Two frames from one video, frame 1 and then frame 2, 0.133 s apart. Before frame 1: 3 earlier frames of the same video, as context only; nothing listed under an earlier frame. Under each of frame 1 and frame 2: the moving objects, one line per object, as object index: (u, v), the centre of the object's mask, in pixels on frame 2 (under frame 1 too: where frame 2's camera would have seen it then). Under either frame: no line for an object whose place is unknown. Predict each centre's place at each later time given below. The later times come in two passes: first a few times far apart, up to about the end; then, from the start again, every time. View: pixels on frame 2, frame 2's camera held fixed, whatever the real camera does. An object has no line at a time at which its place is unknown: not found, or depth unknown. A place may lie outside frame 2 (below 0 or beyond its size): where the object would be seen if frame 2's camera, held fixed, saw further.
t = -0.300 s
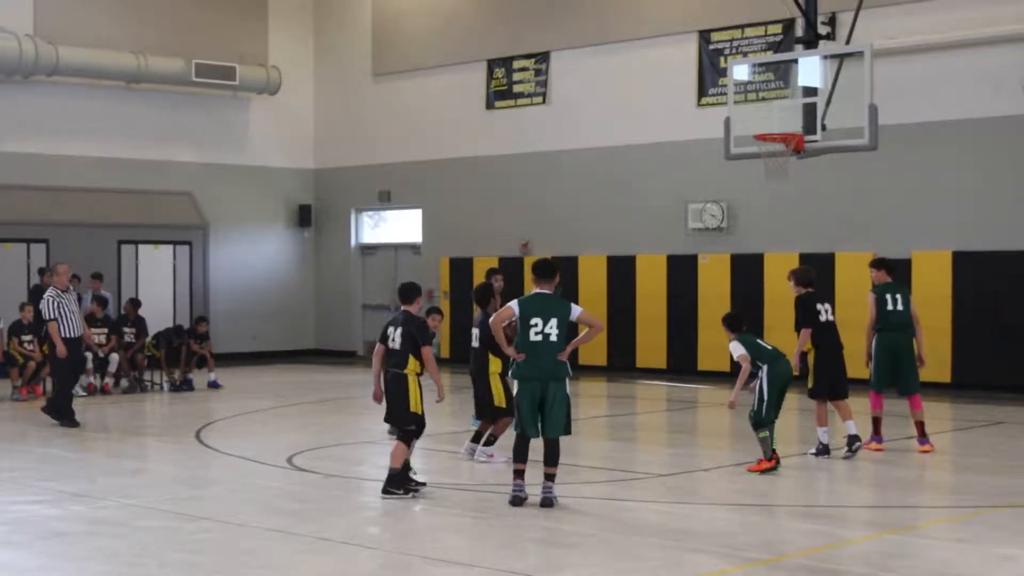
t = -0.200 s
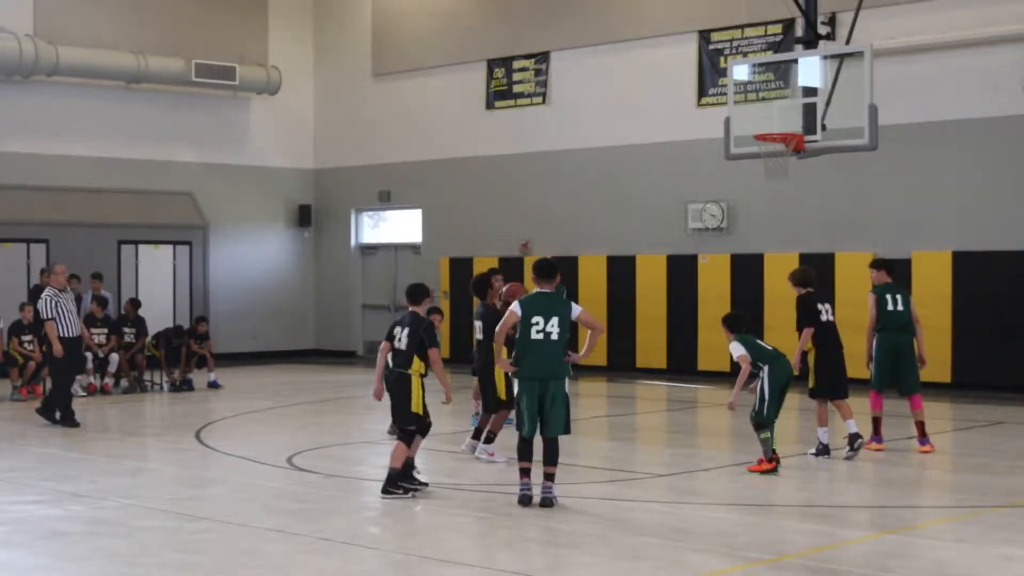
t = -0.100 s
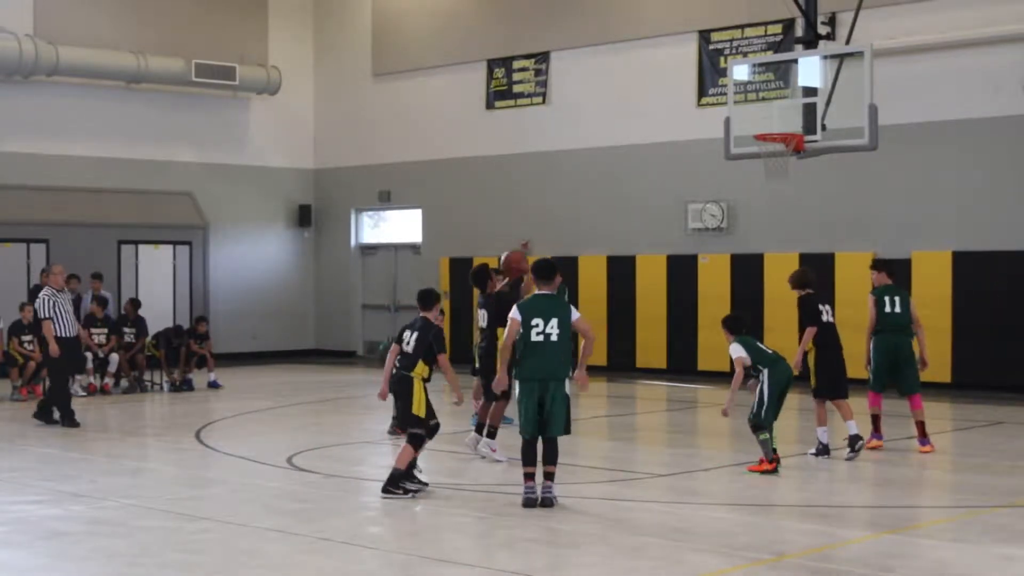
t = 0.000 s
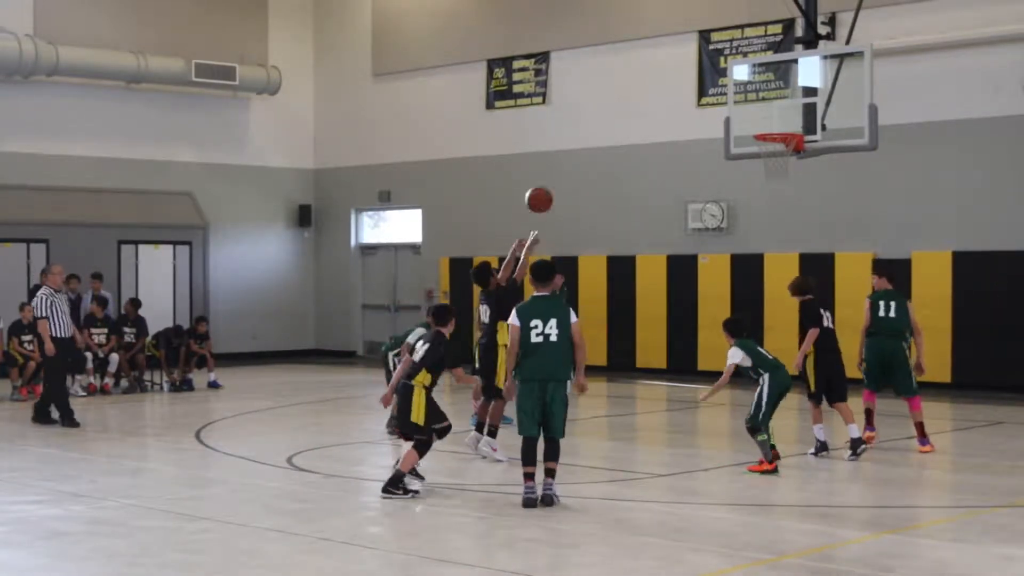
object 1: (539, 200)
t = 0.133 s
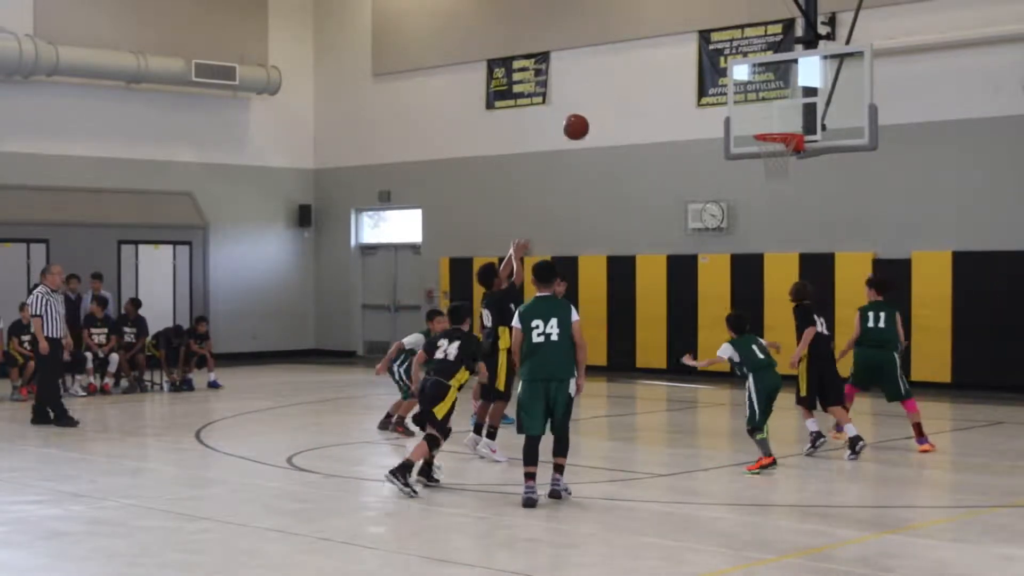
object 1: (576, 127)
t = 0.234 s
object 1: (602, 87)
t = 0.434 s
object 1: (652, 41)
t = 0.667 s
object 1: (705, 40)
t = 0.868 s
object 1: (747, 81)
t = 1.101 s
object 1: (777, 105)
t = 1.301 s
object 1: (786, 93)
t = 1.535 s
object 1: (796, 127)
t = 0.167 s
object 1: (585, 112)
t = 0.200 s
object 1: (594, 99)
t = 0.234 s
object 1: (602, 87)
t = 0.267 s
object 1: (611, 76)
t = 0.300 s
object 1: (619, 67)
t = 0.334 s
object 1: (628, 58)
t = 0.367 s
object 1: (636, 52)
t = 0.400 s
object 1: (644, 46)
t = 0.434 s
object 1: (652, 41)
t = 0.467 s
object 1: (660, 38)
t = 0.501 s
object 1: (668, 36)
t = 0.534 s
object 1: (675, 34)
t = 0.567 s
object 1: (683, 34)
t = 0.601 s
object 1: (690, 35)
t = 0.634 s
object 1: (698, 37)
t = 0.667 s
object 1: (705, 40)
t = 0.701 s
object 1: (713, 44)
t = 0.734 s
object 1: (720, 50)
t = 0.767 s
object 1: (727, 56)
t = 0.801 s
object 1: (733, 63)
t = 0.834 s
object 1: (740, 72)
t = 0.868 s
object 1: (747, 81)
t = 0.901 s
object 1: (754, 91)
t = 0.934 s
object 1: (761, 102)
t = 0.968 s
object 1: (767, 114)
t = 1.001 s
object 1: (772, 124)
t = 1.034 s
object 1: (774, 116)
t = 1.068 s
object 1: (775, 110)
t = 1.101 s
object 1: (777, 105)
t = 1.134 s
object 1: (778, 100)
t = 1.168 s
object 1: (780, 97)
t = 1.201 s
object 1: (781, 94)
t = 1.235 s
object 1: (783, 93)
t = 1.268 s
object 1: (784, 93)
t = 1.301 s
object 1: (786, 93)
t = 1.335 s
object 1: (787, 95)
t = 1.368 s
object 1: (789, 98)
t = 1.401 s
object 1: (790, 102)
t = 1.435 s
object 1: (791, 107)
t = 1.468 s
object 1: (793, 112)
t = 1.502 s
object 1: (794, 119)
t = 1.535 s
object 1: (796, 127)
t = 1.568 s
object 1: (798, 136)
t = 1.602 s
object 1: (799, 148)
